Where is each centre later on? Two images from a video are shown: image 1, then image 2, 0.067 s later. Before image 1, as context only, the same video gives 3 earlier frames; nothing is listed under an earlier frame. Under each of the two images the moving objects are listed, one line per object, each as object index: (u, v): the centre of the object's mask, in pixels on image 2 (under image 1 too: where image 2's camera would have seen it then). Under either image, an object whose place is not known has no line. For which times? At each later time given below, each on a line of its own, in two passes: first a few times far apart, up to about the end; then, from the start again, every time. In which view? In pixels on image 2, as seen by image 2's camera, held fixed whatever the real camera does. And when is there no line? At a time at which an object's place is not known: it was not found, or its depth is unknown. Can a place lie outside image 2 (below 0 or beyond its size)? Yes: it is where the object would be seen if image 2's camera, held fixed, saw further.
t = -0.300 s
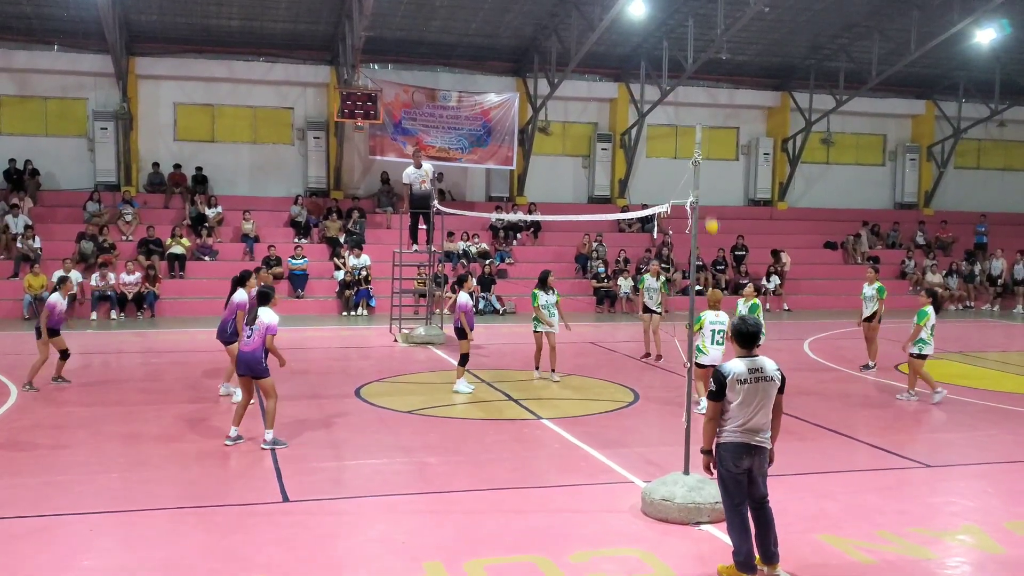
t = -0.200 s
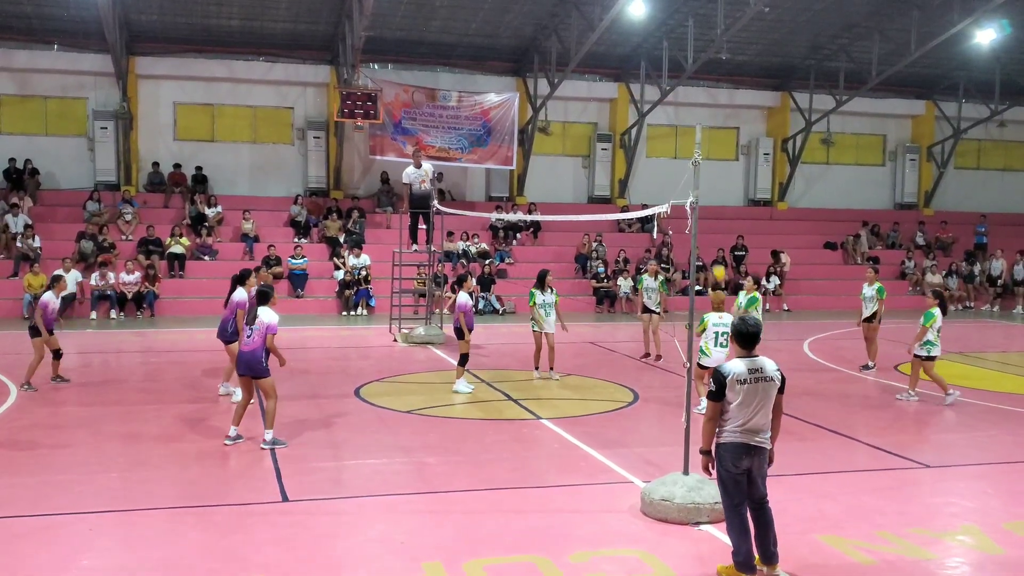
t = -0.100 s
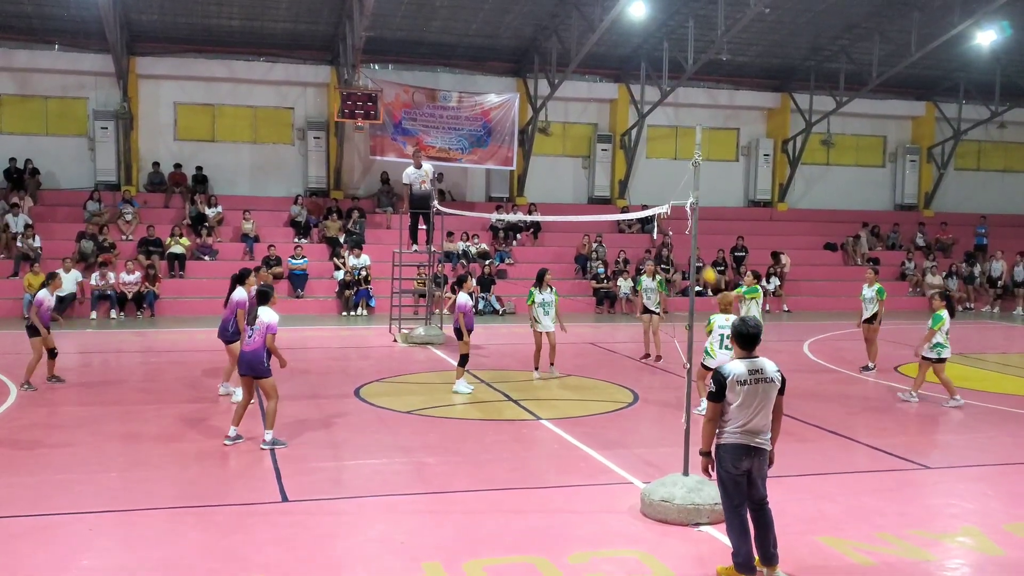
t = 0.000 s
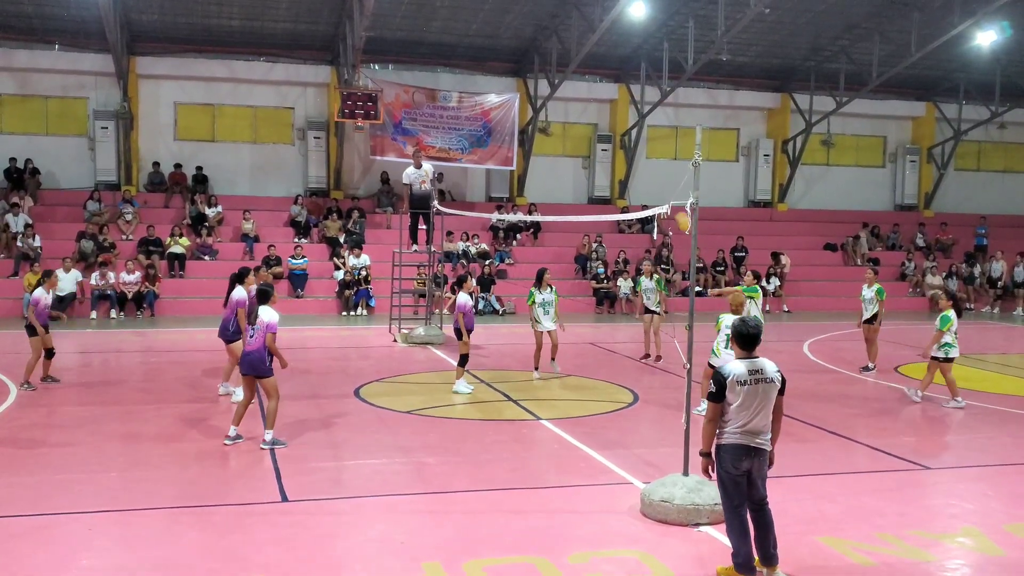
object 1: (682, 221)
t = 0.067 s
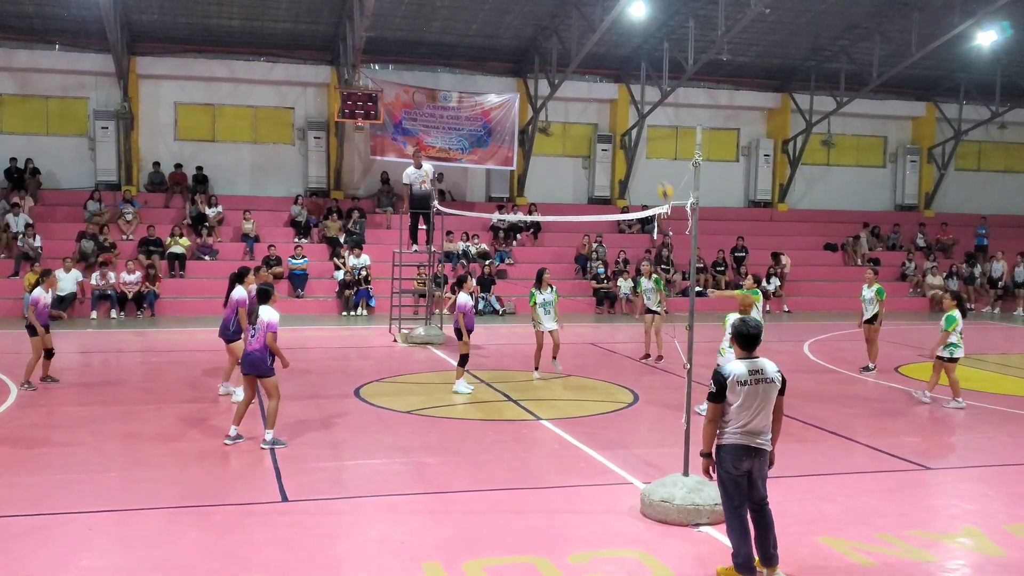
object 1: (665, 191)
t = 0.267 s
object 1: (608, 114)
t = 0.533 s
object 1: (543, 62)
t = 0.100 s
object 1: (657, 176)
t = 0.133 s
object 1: (647, 162)
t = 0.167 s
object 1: (637, 148)
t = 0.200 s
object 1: (627, 137)
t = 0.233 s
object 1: (617, 125)
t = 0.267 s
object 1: (608, 114)
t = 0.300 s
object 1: (600, 104)
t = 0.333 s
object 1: (590, 95)
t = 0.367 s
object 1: (582, 87)
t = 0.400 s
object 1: (574, 79)
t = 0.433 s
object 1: (569, 76)
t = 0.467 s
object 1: (561, 71)
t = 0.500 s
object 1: (552, 66)
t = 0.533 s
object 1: (543, 62)
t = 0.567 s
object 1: (534, 59)
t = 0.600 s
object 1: (525, 56)
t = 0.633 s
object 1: (515, 54)
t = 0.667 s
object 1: (506, 54)
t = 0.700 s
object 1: (497, 55)
